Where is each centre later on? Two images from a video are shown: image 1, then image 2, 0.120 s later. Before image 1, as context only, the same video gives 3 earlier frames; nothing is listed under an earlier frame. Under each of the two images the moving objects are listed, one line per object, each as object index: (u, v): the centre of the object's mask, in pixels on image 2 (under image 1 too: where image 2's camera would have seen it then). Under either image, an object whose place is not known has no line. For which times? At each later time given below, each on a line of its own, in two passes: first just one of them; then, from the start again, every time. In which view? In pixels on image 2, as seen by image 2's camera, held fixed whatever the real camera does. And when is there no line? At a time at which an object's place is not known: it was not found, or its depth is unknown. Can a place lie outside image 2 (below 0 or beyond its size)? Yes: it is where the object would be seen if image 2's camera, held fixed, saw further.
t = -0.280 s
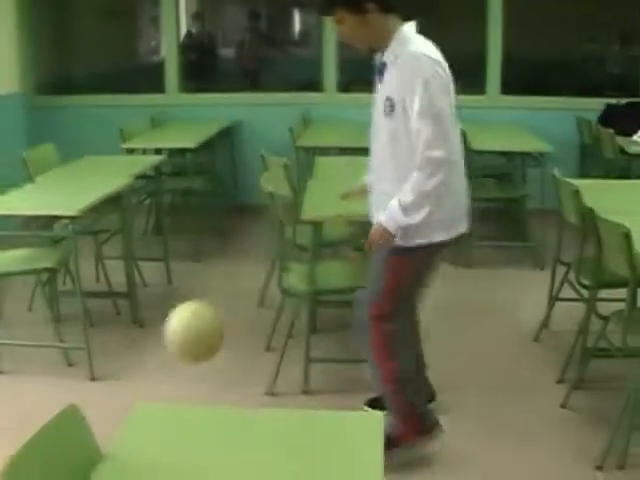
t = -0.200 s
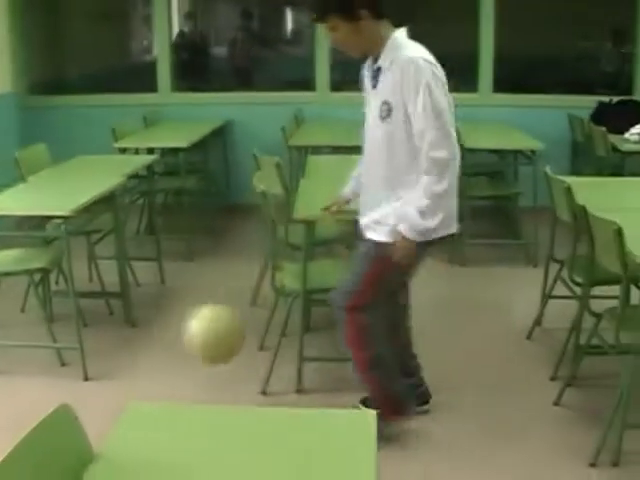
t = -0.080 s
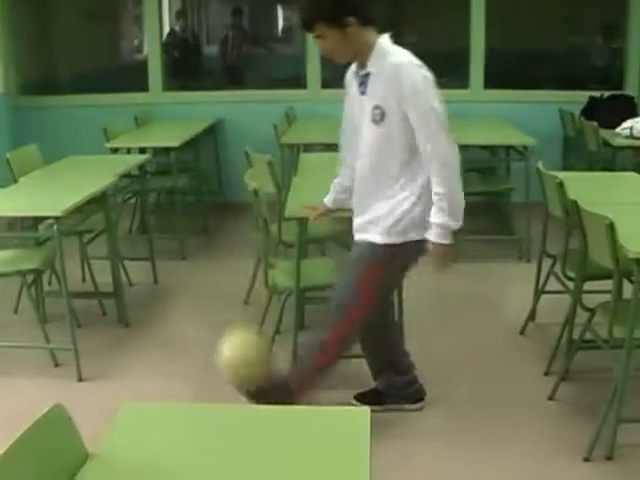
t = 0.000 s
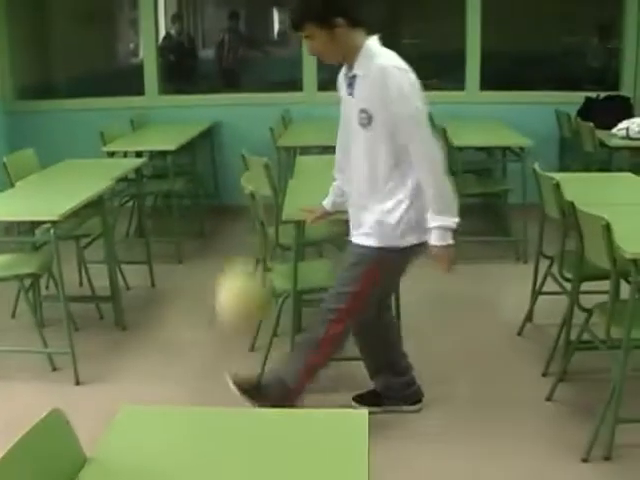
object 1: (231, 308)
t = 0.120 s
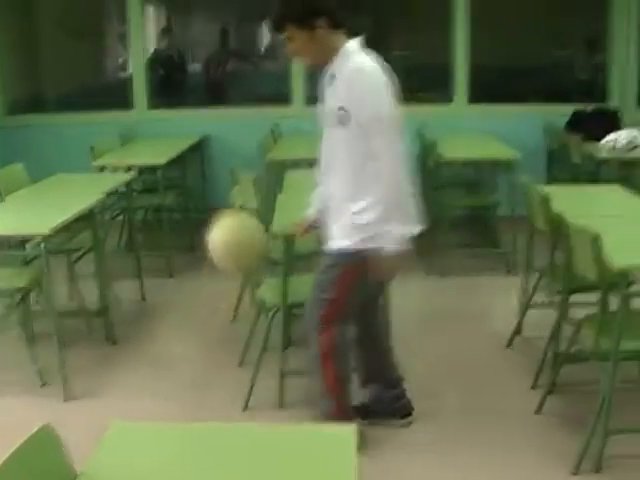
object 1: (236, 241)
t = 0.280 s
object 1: (246, 205)
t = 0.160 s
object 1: (239, 226)
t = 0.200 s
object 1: (242, 213)
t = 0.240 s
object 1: (244, 207)
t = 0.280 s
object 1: (246, 205)
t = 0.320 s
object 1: (247, 206)
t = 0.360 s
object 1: (249, 212)
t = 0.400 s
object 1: (251, 221)
